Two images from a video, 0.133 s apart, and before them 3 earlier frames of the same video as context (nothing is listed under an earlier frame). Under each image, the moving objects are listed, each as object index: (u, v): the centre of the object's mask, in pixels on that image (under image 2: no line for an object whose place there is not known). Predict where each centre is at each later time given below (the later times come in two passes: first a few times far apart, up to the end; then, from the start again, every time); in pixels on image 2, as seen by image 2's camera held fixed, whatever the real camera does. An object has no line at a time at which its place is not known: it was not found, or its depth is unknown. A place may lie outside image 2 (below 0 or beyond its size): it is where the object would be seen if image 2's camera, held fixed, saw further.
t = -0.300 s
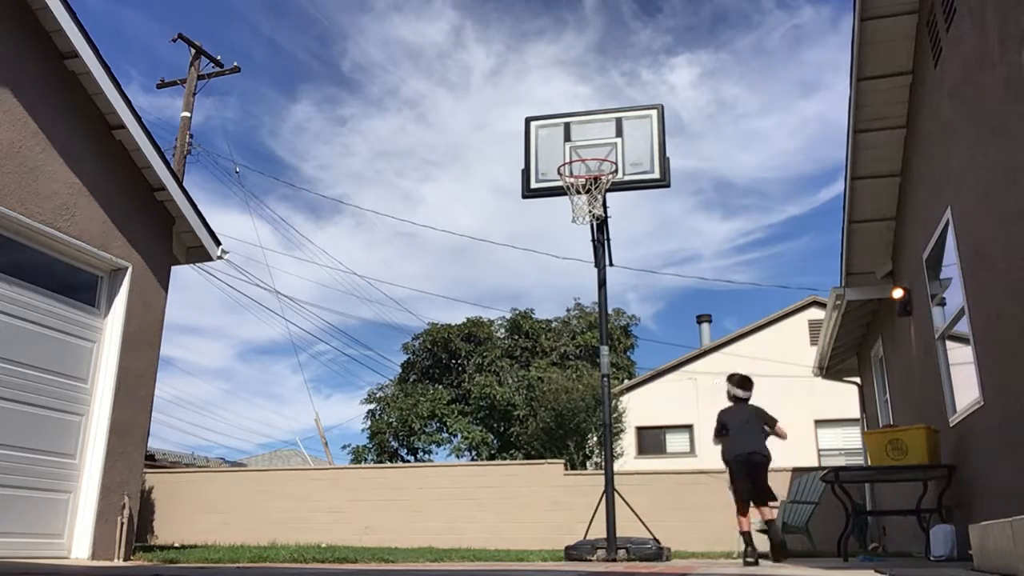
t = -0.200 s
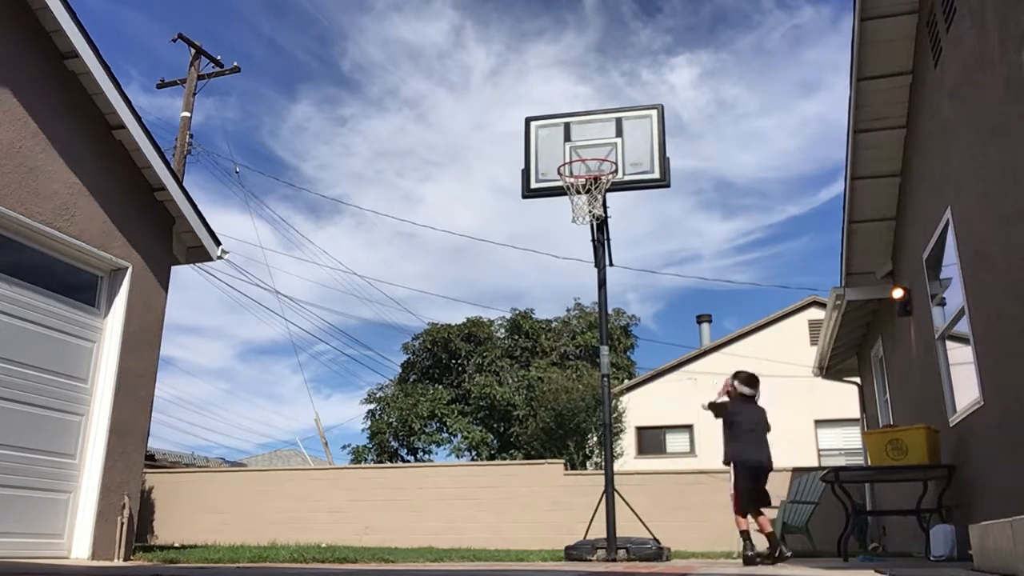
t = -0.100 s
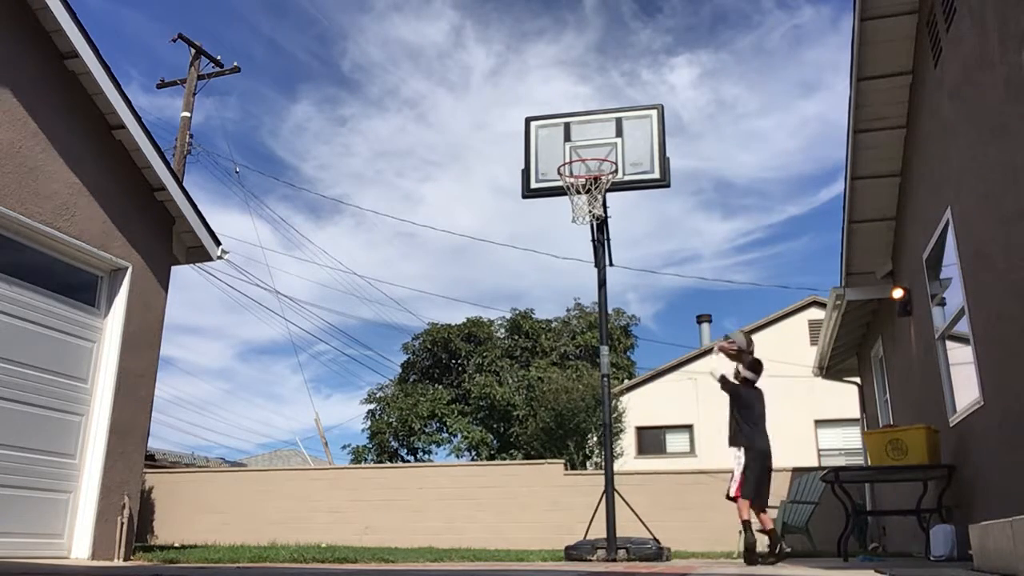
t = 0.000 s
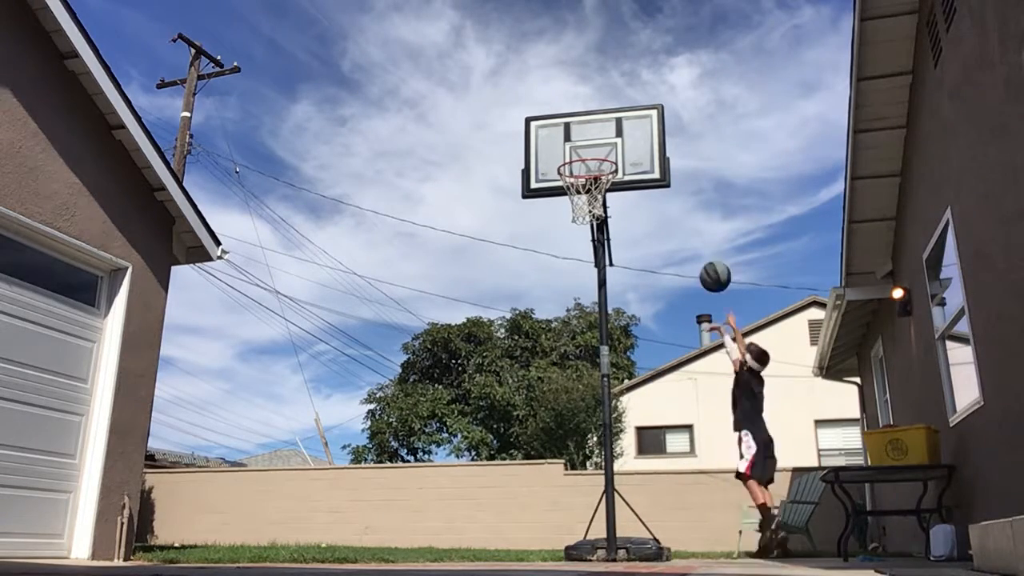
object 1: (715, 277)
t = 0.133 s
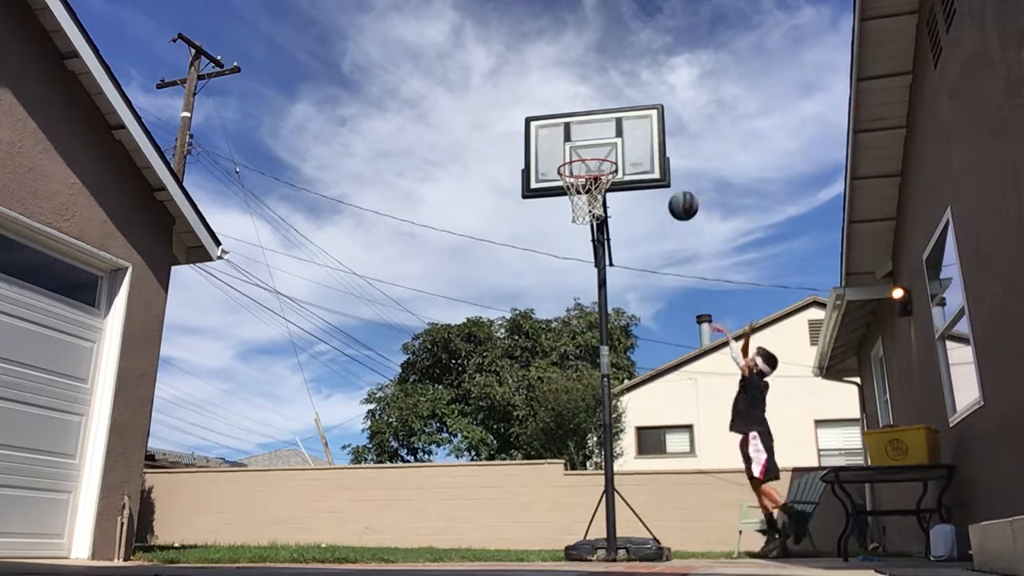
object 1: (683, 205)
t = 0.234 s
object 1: (662, 171)
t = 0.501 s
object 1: (613, 136)
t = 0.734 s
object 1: (576, 167)
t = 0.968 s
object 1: (554, 163)
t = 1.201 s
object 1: (534, 216)
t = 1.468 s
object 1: (511, 350)
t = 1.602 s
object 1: (500, 450)
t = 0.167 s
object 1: (676, 192)
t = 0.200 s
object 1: (669, 181)
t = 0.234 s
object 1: (662, 171)
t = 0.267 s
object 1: (655, 162)
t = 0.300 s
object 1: (649, 154)
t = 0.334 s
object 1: (643, 148)
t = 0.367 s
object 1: (636, 143)
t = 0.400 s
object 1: (630, 140)
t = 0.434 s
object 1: (624, 137)
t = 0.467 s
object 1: (618, 136)
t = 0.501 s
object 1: (613, 136)
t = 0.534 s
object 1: (607, 137)
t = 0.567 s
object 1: (601, 140)
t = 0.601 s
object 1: (596, 143)
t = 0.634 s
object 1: (590, 147)
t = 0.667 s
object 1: (585, 153)
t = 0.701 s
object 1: (580, 161)
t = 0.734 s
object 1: (576, 167)
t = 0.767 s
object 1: (573, 163)
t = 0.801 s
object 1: (569, 161)
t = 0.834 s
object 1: (566, 159)
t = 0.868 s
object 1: (563, 157)
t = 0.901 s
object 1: (561, 159)
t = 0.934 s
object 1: (556, 160)
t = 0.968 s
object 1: (554, 163)
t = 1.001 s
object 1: (550, 168)
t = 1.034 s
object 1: (548, 174)
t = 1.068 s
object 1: (545, 180)
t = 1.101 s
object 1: (542, 187)
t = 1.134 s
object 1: (539, 196)
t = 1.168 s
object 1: (536, 205)
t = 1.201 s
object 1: (534, 216)
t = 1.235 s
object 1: (531, 228)
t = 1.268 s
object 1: (528, 242)
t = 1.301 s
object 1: (525, 257)
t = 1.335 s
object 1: (522, 273)
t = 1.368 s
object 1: (520, 290)
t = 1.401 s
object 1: (517, 308)
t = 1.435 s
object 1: (514, 329)
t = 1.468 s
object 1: (511, 350)
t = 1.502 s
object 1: (509, 373)
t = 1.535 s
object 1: (507, 396)
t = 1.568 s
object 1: (502, 422)
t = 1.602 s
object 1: (500, 450)
